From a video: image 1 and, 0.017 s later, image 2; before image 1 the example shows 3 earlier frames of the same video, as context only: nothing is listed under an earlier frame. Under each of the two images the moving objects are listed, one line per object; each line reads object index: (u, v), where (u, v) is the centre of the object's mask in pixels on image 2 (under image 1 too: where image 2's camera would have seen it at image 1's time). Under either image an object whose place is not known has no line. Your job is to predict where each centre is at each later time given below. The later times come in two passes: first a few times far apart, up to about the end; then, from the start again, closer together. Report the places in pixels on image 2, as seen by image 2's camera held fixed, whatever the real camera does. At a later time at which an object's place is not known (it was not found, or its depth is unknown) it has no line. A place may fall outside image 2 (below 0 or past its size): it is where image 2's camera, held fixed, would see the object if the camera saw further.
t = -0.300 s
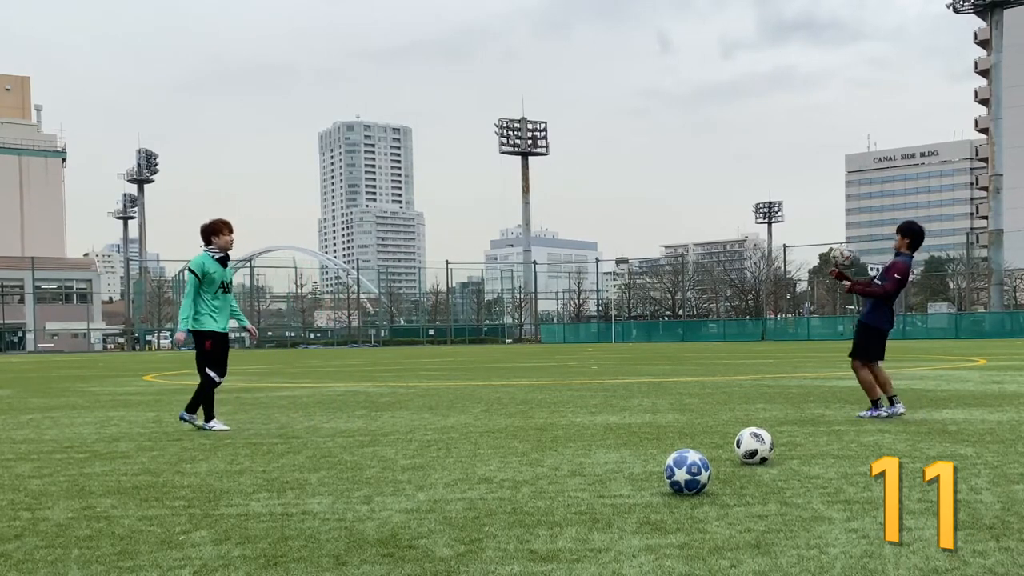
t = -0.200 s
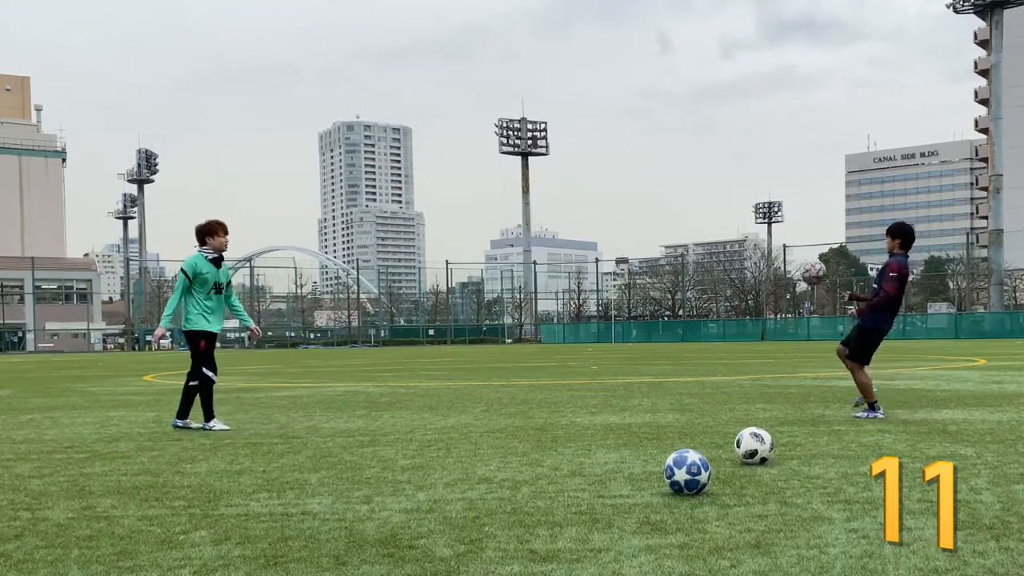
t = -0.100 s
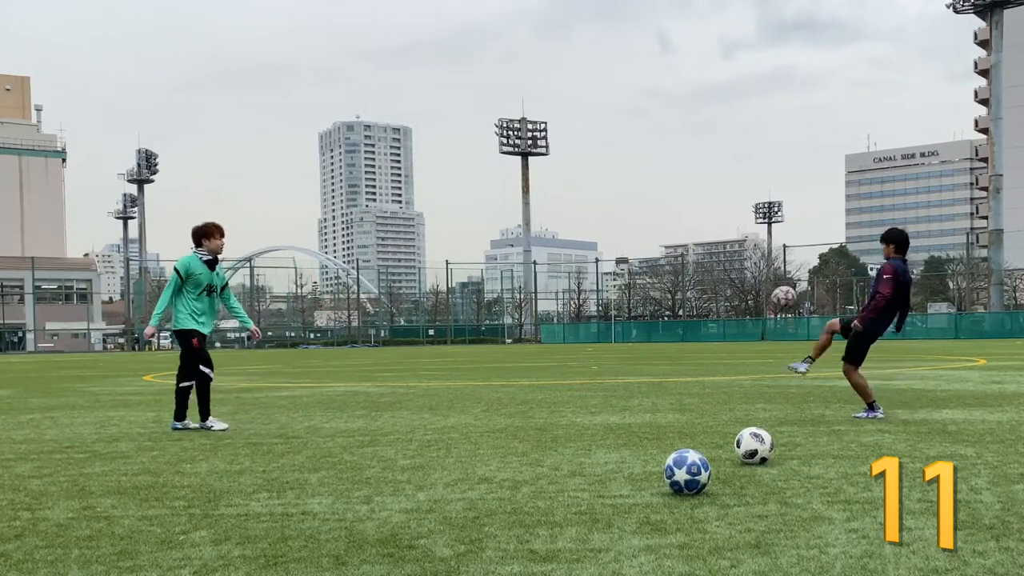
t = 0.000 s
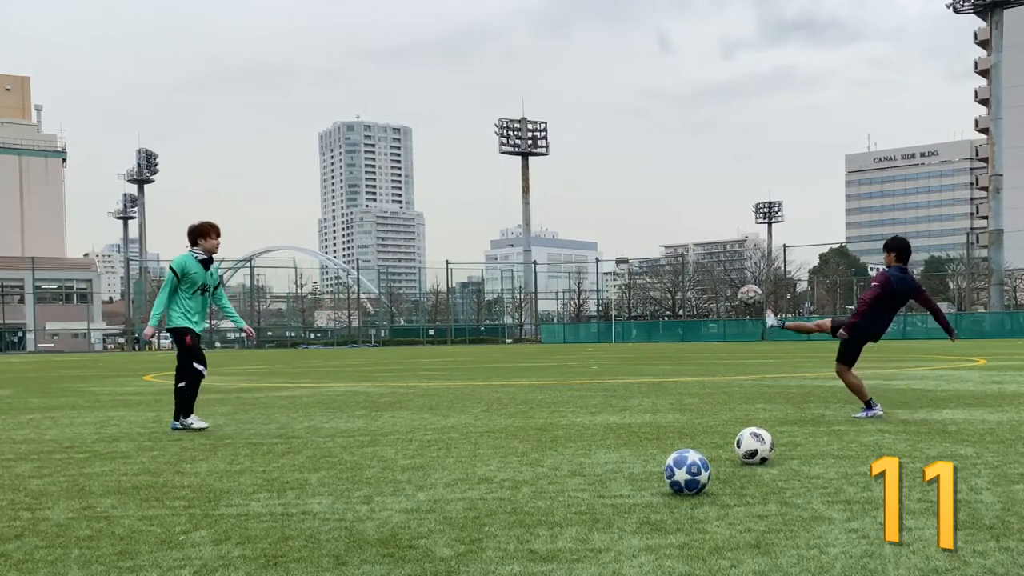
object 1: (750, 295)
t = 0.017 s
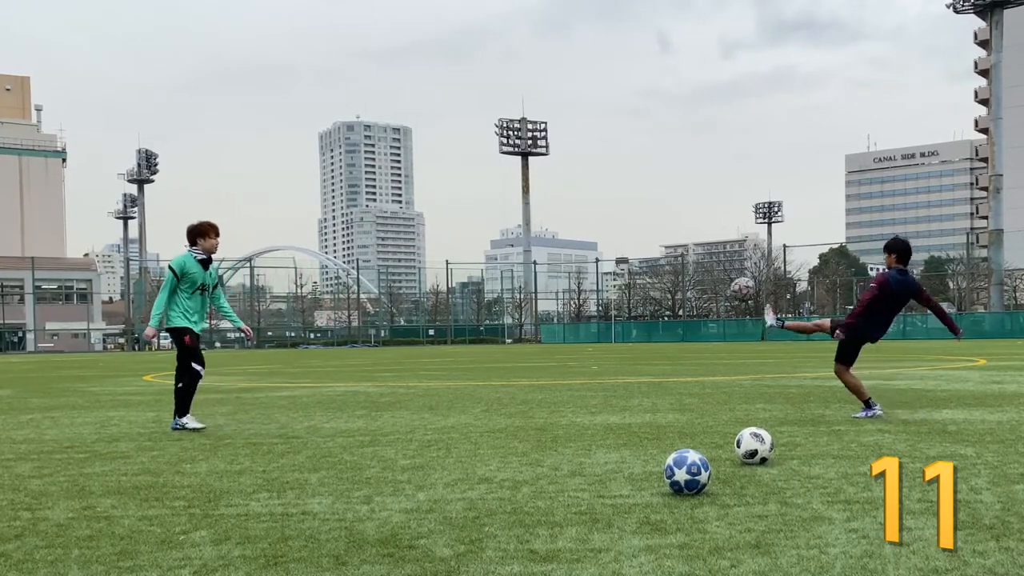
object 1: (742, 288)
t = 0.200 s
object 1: (666, 228)
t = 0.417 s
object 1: (577, 205)
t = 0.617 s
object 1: (496, 230)
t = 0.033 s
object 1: (735, 281)
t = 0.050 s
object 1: (727, 275)
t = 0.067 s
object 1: (721, 269)
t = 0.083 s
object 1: (715, 263)
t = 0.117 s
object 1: (700, 252)
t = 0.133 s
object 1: (694, 246)
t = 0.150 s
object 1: (687, 241)
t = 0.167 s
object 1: (680, 237)
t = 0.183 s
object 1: (673, 232)
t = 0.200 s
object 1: (666, 228)
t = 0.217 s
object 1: (659, 225)
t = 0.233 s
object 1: (652, 221)
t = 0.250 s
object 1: (645, 218)
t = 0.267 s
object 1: (638, 215)
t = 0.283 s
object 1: (631, 213)
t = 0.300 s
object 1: (624, 211)
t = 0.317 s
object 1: (618, 209)
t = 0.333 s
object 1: (611, 207)
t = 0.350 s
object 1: (604, 206)
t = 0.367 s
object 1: (597, 205)
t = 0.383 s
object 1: (590, 205)
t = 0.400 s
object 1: (584, 204)
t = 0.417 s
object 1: (577, 205)
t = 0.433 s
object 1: (570, 205)
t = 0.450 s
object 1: (563, 205)
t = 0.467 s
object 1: (556, 207)
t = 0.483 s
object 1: (550, 208)
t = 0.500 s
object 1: (543, 209)
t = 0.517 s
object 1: (537, 212)
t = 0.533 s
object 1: (530, 214)
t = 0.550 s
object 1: (523, 216)
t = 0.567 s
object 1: (516, 219)
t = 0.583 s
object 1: (510, 223)
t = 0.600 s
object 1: (503, 226)
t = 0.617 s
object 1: (496, 230)
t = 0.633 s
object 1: (490, 234)
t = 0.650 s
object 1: (483, 239)
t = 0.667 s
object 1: (477, 243)
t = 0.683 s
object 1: (470, 249)
